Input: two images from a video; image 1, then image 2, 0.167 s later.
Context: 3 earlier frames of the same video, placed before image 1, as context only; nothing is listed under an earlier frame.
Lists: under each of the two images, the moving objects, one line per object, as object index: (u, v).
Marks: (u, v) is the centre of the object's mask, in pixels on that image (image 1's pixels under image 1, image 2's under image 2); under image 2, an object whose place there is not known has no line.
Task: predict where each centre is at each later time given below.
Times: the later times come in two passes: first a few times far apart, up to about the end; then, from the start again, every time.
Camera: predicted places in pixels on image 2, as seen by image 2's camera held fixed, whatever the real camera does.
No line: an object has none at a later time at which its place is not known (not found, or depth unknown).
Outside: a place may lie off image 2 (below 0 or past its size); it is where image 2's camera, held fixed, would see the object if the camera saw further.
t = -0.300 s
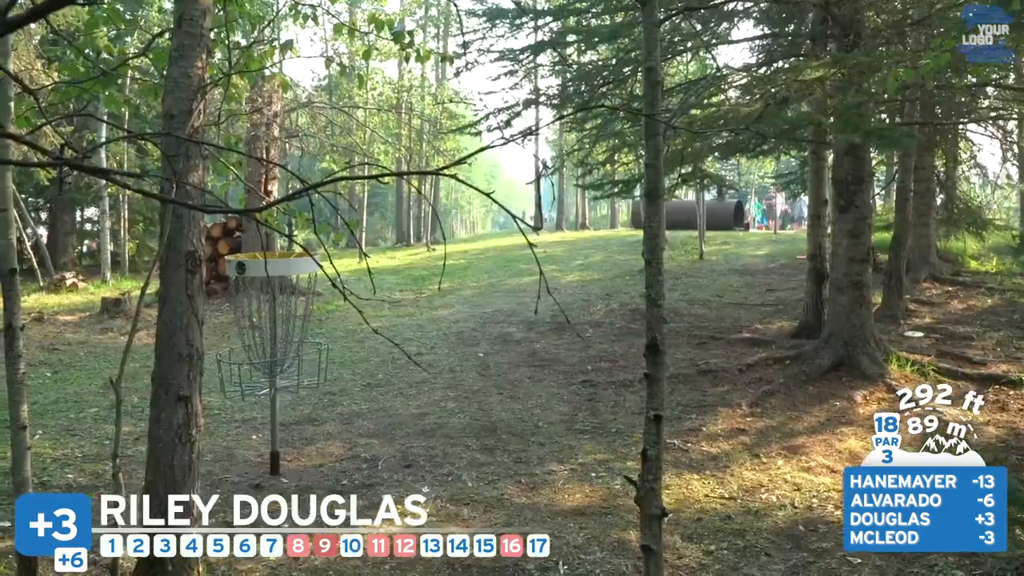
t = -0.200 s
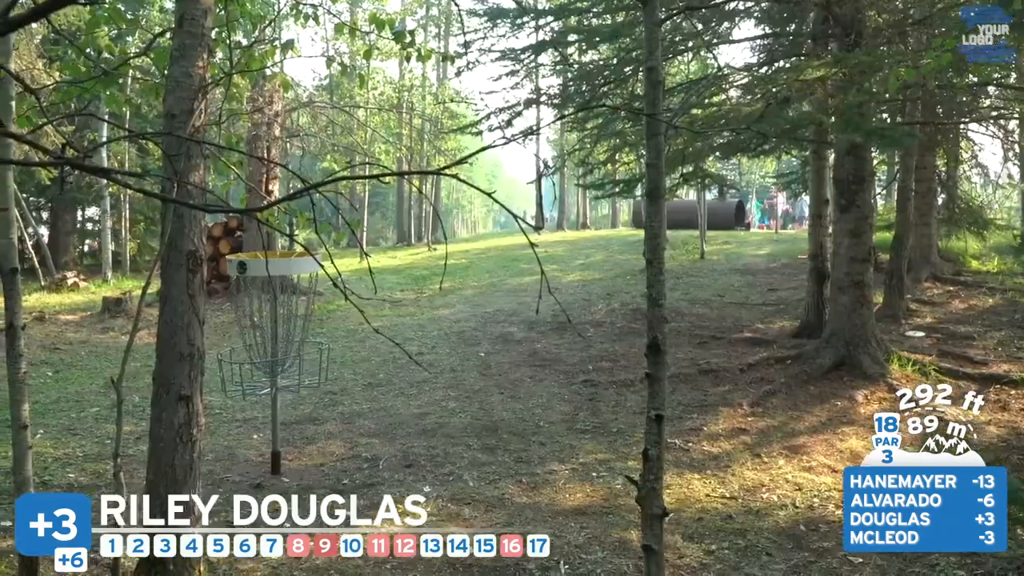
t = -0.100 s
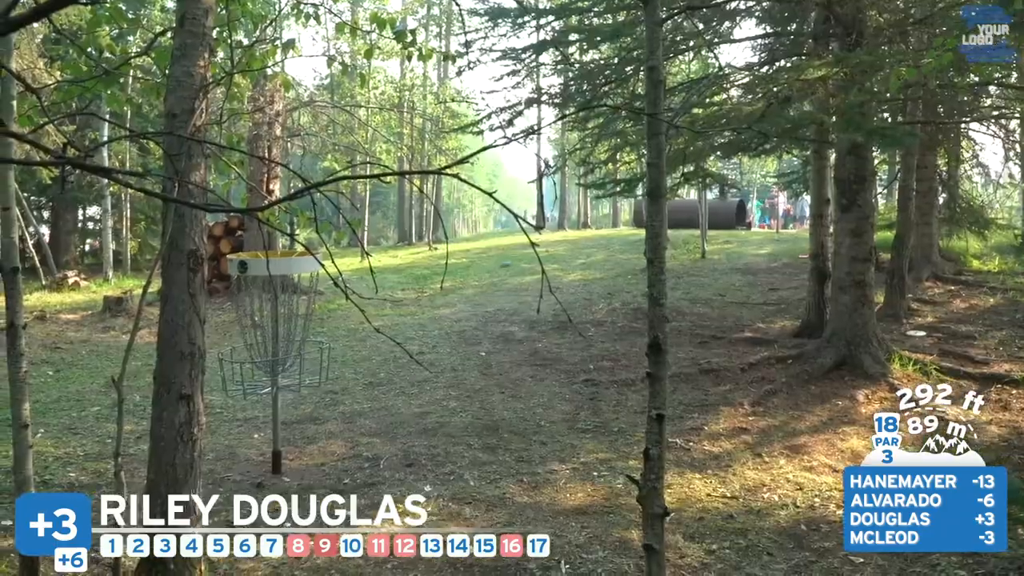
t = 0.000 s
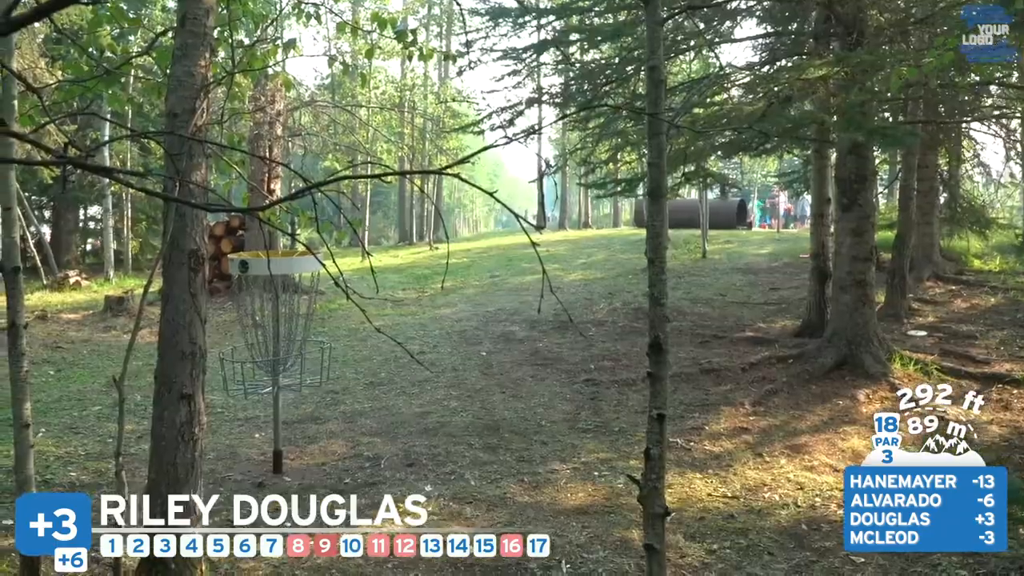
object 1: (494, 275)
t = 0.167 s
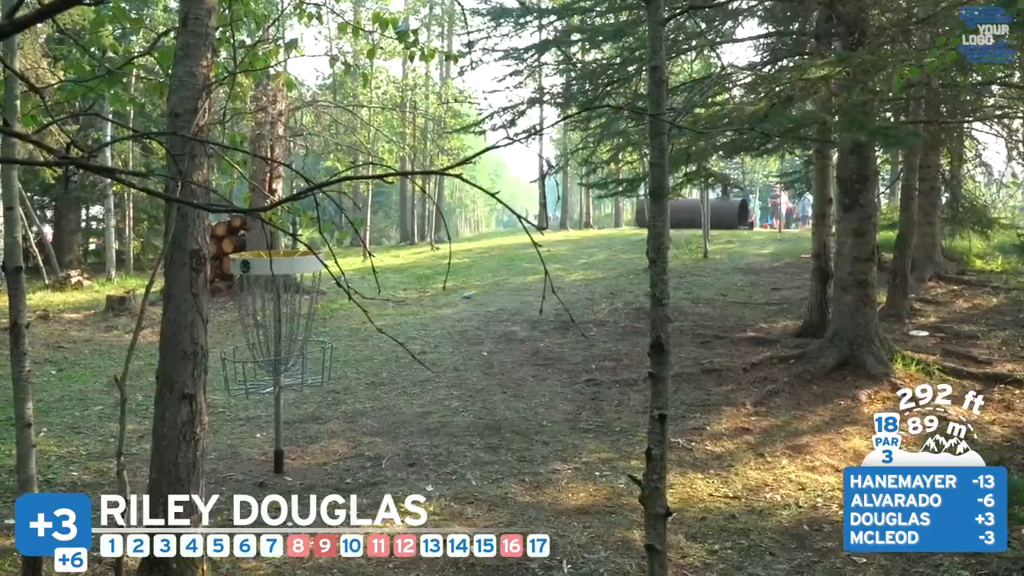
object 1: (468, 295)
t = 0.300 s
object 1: (437, 314)
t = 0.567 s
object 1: (378, 361)
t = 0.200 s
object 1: (461, 299)
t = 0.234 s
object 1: (454, 304)
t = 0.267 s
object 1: (444, 309)
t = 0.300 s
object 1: (437, 314)
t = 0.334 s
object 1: (427, 320)
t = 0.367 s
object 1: (417, 327)
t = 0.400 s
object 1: (411, 331)
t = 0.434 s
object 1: (403, 337)
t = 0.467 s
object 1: (396, 343)
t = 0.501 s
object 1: (388, 352)
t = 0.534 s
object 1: (383, 357)
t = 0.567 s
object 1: (378, 361)
